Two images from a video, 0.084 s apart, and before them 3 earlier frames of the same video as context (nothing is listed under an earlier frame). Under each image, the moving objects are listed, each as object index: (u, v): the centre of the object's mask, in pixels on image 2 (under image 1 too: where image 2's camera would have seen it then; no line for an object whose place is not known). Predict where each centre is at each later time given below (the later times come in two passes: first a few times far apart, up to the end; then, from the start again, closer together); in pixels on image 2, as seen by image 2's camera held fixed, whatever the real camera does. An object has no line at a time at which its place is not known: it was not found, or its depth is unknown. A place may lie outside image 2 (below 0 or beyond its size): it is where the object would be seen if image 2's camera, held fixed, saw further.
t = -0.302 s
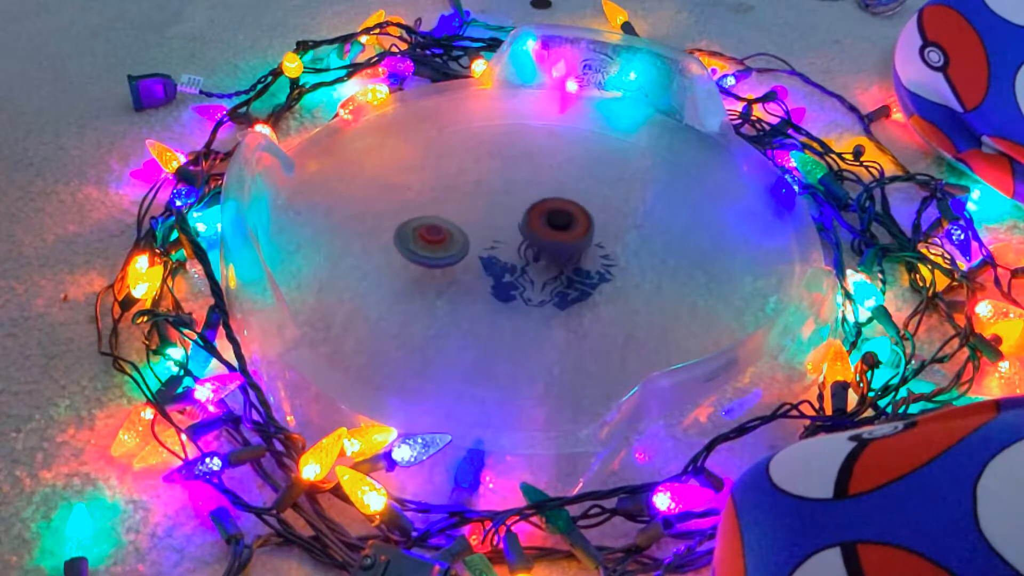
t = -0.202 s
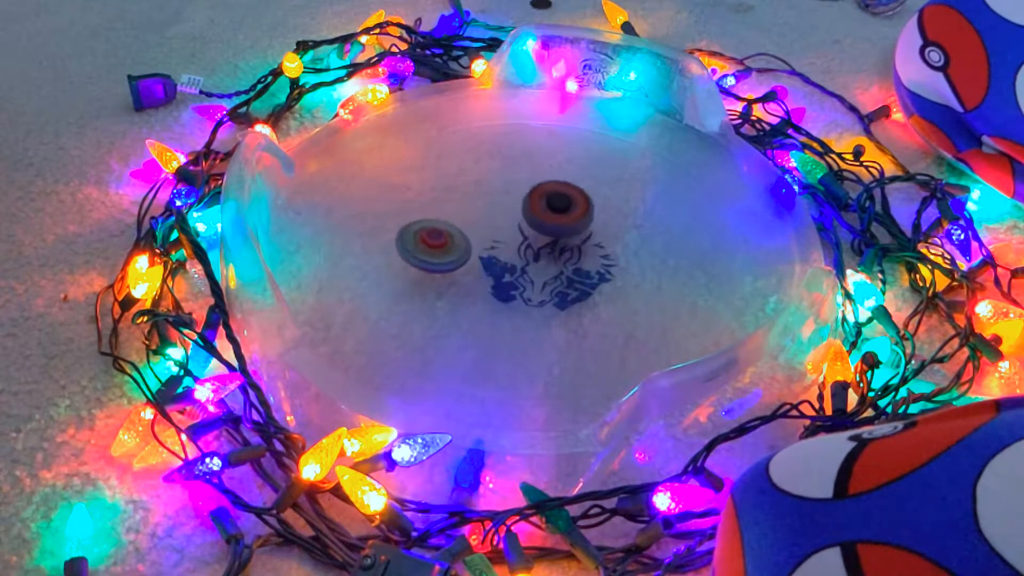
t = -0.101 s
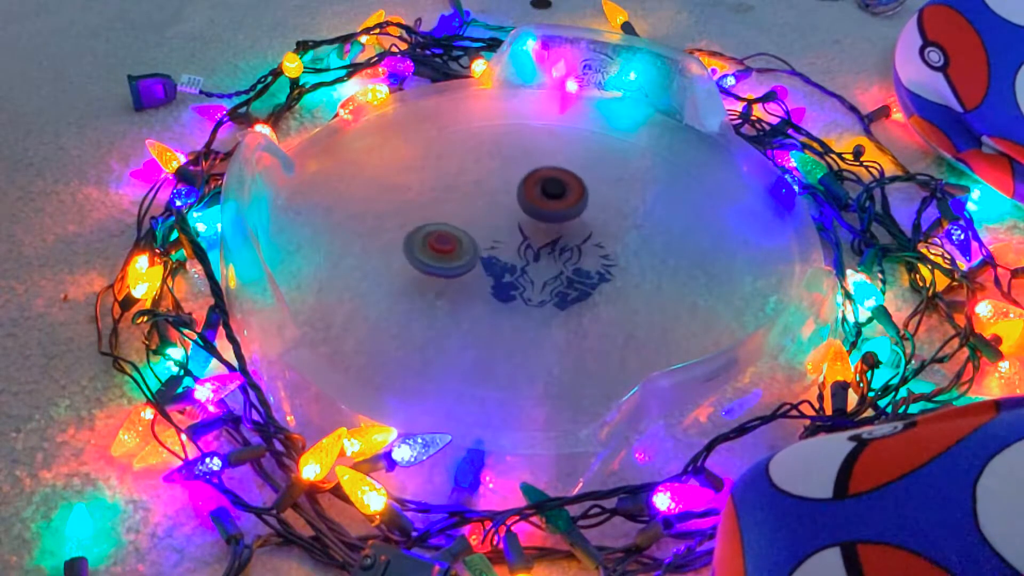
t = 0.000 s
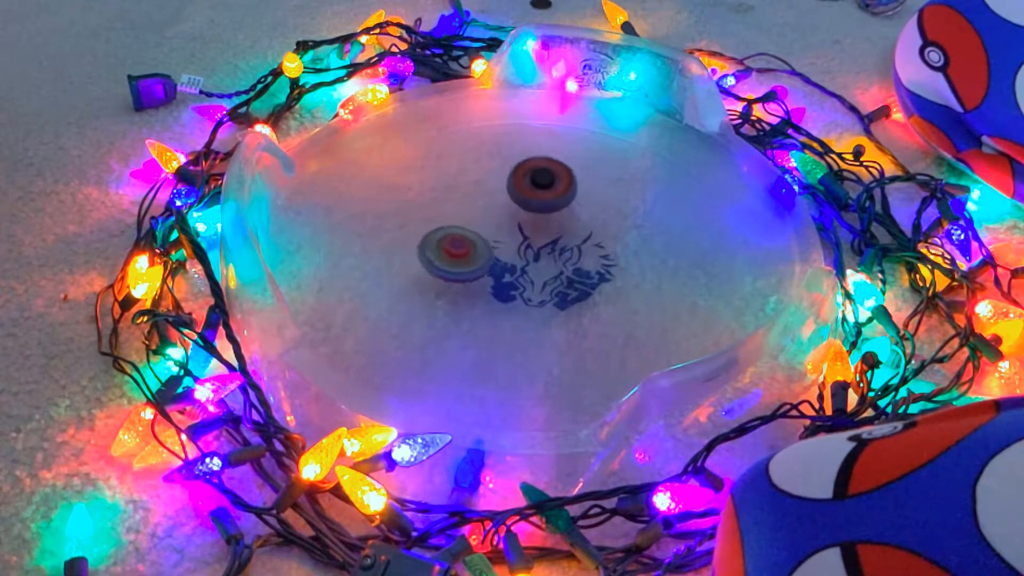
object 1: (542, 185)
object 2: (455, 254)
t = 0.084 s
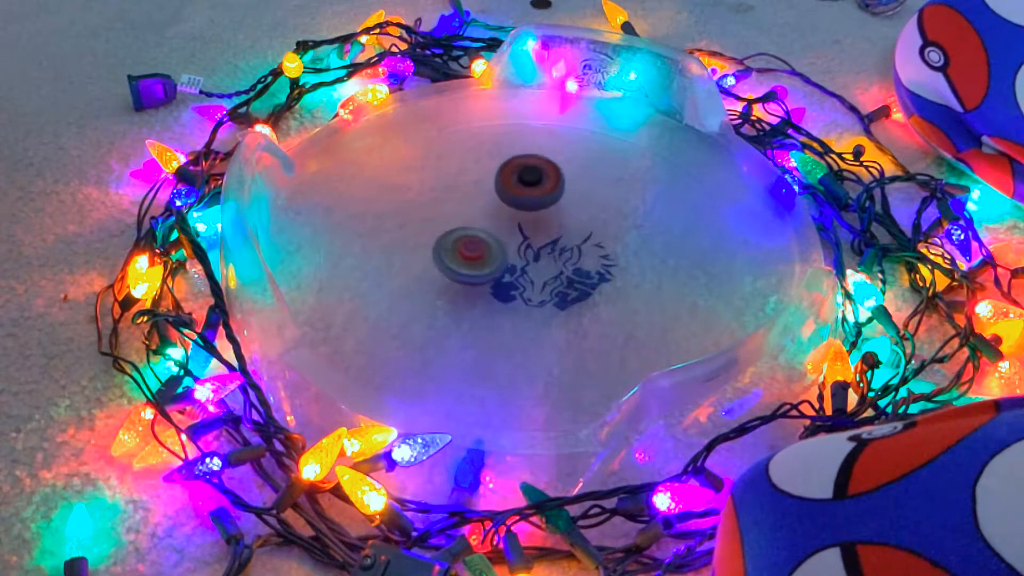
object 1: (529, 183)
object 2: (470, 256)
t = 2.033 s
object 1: (501, 250)
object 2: (418, 245)
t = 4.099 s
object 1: (518, 297)
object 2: (601, 205)
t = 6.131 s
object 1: (550, 222)
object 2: (609, 293)
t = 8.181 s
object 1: (577, 235)
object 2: (490, 196)
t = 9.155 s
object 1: (550, 242)
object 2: (447, 279)
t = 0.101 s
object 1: (526, 183)
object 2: (473, 256)
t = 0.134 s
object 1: (521, 184)
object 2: (479, 257)
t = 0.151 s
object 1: (519, 185)
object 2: (482, 256)
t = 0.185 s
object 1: (515, 189)
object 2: (488, 257)
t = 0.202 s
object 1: (513, 191)
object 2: (492, 256)
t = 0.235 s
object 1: (511, 195)
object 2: (499, 256)
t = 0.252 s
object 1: (510, 198)
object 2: (503, 256)
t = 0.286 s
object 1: (509, 202)
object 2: (512, 255)
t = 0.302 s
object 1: (509, 201)
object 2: (517, 256)
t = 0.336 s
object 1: (511, 192)
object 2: (526, 276)
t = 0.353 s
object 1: (513, 190)
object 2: (532, 283)
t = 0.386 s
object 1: (514, 188)
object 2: (546, 294)
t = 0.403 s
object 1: (514, 189)
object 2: (552, 296)
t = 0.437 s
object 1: (512, 192)
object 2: (570, 302)
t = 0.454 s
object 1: (511, 193)
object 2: (579, 302)
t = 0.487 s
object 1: (511, 197)
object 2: (600, 302)
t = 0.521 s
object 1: (511, 202)
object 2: (621, 300)
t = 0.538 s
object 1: (512, 204)
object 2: (630, 298)
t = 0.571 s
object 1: (513, 209)
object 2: (648, 294)
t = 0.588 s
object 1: (514, 211)
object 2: (655, 292)
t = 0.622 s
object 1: (517, 215)
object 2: (667, 286)
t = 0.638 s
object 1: (518, 217)
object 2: (671, 283)
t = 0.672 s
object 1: (521, 221)
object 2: (678, 278)
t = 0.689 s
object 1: (523, 222)
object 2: (681, 276)
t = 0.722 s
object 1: (528, 227)
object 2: (684, 272)
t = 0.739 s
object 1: (530, 228)
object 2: (686, 270)
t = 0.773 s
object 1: (534, 233)
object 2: (688, 266)
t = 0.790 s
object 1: (537, 234)
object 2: (689, 264)
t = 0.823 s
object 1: (542, 238)
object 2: (689, 261)
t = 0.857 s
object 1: (547, 242)
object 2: (690, 257)
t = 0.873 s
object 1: (550, 245)
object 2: (689, 255)
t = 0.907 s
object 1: (555, 247)
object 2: (688, 252)
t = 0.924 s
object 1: (558, 248)
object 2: (687, 250)
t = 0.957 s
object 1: (564, 251)
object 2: (685, 246)
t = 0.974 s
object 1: (567, 252)
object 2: (683, 245)
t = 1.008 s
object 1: (571, 254)
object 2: (680, 241)
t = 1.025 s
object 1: (573, 255)
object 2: (678, 239)
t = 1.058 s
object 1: (578, 256)
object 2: (673, 236)
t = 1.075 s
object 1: (581, 258)
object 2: (671, 235)
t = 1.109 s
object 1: (585, 259)
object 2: (664, 231)
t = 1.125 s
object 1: (586, 260)
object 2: (660, 229)
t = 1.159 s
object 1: (590, 262)
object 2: (651, 227)
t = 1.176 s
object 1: (591, 262)
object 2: (647, 224)
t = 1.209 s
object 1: (591, 264)
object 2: (638, 219)
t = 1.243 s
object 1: (592, 265)
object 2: (627, 215)
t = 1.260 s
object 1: (592, 265)
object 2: (621, 213)
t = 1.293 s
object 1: (592, 265)
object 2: (608, 210)
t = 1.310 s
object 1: (591, 265)
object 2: (601, 209)
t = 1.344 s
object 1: (591, 266)
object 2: (587, 206)
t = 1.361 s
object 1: (590, 266)
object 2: (580, 205)
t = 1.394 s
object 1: (588, 266)
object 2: (565, 203)
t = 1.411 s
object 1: (587, 266)
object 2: (557, 202)
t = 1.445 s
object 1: (584, 266)
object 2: (541, 201)
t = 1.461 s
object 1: (584, 266)
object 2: (534, 201)
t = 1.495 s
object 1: (581, 266)
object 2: (518, 200)
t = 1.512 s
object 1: (579, 265)
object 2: (510, 201)
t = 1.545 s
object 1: (573, 265)
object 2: (496, 201)
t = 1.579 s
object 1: (569, 265)
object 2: (481, 204)
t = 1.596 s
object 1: (565, 264)
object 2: (475, 204)
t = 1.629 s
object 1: (559, 263)
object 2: (463, 208)
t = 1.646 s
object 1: (556, 262)
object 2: (457, 210)
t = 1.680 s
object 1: (550, 260)
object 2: (448, 214)
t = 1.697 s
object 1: (547, 260)
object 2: (444, 216)
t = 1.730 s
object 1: (540, 259)
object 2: (439, 220)
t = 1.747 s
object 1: (538, 258)
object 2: (437, 222)
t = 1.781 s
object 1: (531, 256)
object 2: (433, 225)
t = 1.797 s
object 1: (528, 256)
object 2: (432, 227)
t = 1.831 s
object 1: (522, 254)
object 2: (429, 230)
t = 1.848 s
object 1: (519, 254)
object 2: (428, 231)
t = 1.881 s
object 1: (512, 254)
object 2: (426, 234)
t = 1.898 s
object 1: (510, 254)
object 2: (425, 235)
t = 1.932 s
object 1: (504, 252)
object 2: (425, 238)
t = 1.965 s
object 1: (502, 252)
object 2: (422, 241)
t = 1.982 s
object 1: (503, 251)
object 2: (419, 241)
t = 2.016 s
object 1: (502, 250)
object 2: (418, 243)
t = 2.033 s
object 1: (501, 250)
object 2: (418, 245)
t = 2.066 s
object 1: (500, 248)
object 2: (418, 247)
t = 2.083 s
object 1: (500, 248)
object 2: (418, 248)
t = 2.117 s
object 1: (500, 247)
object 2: (420, 251)
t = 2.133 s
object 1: (500, 246)
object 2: (420, 252)
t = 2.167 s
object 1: (499, 245)
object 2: (423, 254)
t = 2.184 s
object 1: (500, 245)
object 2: (424, 255)
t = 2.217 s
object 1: (500, 244)
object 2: (427, 257)
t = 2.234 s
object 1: (500, 243)
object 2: (429, 258)
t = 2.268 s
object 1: (501, 242)
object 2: (433, 260)
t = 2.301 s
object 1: (503, 240)
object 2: (437, 262)
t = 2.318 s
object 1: (505, 239)
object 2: (438, 263)
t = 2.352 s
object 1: (511, 236)
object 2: (440, 265)
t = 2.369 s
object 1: (512, 235)
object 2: (443, 265)
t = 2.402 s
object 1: (516, 231)
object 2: (448, 267)
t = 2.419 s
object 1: (518, 229)
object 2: (450, 268)
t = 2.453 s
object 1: (520, 225)
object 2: (456, 269)
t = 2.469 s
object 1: (521, 223)
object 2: (459, 270)
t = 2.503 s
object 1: (523, 217)
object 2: (464, 271)
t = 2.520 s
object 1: (524, 215)
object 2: (468, 271)
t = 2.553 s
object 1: (525, 213)
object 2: (474, 272)
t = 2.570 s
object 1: (526, 211)
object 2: (477, 272)
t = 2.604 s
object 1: (528, 209)
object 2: (484, 273)
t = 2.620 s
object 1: (528, 208)
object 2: (486, 272)
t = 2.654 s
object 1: (529, 205)
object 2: (493, 272)
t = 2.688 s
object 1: (530, 204)
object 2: (503, 272)
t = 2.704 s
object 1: (530, 203)
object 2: (508, 271)
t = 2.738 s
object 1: (531, 202)
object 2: (518, 269)
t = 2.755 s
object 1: (531, 202)
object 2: (523, 268)
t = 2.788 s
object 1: (532, 201)
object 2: (531, 267)
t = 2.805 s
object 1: (532, 201)
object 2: (537, 264)
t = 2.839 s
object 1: (532, 201)
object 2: (545, 262)
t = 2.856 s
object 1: (532, 202)
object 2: (551, 260)
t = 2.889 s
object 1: (533, 202)
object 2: (558, 256)
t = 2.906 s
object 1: (533, 202)
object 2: (562, 254)
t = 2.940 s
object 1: (534, 203)
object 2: (570, 250)
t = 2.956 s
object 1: (533, 202)
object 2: (573, 250)
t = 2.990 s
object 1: (528, 196)
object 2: (590, 256)
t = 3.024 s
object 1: (524, 195)
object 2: (601, 258)
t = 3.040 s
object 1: (523, 195)
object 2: (605, 257)
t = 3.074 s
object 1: (520, 197)
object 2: (615, 255)
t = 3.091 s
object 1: (519, 198)
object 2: (617, 254)
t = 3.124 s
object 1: (517, 201)
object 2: (625, 253)
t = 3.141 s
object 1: (517, 202)
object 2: (627, 252)
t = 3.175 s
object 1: (516, 205)
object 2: (632, 251)
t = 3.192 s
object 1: (516, 207)
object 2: (634, 250)
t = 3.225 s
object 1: (515, 210)
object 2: (637, 248)
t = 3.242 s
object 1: (516, 212)
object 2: (639, 247)
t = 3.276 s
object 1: (516, 216)
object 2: (642, 246)
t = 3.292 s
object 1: (517, 218)
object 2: (643, 245)
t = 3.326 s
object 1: (518, 221)
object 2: (646, 244)
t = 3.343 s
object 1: (519, 224)
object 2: (647, 243)
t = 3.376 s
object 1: (522, 227)
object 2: (647, 242)
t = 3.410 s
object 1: (525, 232)
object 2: (648, 241)
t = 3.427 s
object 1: (526, 234)
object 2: (648, 240)
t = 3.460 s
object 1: (530, 237)
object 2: (647, 239)
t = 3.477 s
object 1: (532, 240)
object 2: (647, 239)
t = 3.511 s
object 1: (536, 244)
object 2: (646, 238)
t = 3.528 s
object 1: (538, 245)
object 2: (645, 237)
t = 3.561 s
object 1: (543, 248)
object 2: (642, 236)
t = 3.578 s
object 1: (544, 251)
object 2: (641, 236)
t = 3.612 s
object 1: (549, 253)
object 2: (637, 236)
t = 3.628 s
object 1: (551, 255)
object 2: (635, 236)
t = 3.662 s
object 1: (555, 256)
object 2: (631, 235)
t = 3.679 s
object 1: (555, 257)
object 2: (629, 235)
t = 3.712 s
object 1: (543, 265)
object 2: (644, 228)
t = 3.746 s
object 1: (530, 270)
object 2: (652, 222)
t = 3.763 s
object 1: (526, 271)
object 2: (653, 220)
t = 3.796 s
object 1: (524, 275)
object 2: (651, 218)
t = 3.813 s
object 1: (522, 277)
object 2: (649, 217)
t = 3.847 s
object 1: (519, 281)
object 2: (645, 215)
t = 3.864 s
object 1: (519, 283)
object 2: (643, 214)
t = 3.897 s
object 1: (517, 286)
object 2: (639, 212)
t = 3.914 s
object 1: (516, 288)
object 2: (637, 211)
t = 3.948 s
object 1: (515, 290)
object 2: (631, 210)
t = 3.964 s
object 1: (515, 292)
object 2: (629, 209)
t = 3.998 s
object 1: (515, 294)
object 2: (623, 208)
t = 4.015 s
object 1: (515, 295)
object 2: (620, 207)
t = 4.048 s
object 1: (516, 296)
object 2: (613, 206)
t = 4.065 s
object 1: (517, 297)
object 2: (610, 206)
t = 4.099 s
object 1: (518, 297)
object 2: (601, 205)
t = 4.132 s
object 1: (520, 296)
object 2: (592, 205)
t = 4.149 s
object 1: (520, 296)
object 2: (588, 205)
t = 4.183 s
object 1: (521, 294)
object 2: (578, 205)
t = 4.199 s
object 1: (522, 292)
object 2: (573, 205)
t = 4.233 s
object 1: (523, 289)
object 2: (562, 206)
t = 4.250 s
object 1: (523, 288)
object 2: (557, 206)
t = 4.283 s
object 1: (523, 284)
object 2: (547, 207)
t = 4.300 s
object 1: (523, 284)
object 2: (541, 208)
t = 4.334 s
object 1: (523, 280)
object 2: (530, 210)
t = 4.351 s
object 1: (522, 277)
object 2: (526, 211)
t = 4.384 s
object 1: (524, 272)
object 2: (515, 213)
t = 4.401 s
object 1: (525, 270)
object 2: (510, 213)
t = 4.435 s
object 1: (524, 266)
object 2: (499, 215)
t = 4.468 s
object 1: (526, 266)
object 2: (488, 210)
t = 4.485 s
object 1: (527, 265)
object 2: (483, 209)
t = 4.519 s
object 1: (528, 264)
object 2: (472, 208)
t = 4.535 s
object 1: (530, 263)
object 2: (467, 208)
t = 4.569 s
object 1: (532, 259)
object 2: (459, 209)
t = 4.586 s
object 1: (532, 257)
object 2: (455, 209)
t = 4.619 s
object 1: (532, 253)
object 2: (449, 210)
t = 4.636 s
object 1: (532, 252)
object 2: (447, 211)
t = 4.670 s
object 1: (533, 249)
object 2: (443, 211)
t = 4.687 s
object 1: (533, 247)
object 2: (441, 212)
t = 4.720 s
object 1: (533, 243)
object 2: (437, 213)
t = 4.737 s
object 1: (533, 241)
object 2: (436, 214)
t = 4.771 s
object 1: (533, 238)
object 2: (434, 215)
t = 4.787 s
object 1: (533, 235)
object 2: (433, 215)
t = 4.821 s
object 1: (533, 231)
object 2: (431, 217)
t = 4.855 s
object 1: (532, 227)
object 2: (430, 218)
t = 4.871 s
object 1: (532, 226)
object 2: (430, 219)
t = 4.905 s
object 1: (531, 223)
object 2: (430, 220)
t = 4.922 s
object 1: (531, 221)
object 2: (430, 221)
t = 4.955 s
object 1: (530, 218)
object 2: (431, 223)
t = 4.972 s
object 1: (530, 217)
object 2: (431, 224)
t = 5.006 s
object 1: (528, 214)
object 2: (433, 225)
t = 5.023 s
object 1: (528, 213)
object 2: (434, 227)
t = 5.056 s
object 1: (526, 211)
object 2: (437, 229)
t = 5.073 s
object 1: (526, 210)
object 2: (438, 230)
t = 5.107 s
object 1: (525, 210)
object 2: (442, 233)
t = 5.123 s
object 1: (524, 210)
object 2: (444, 234)
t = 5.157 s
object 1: (524, 209)
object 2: (448, 236)
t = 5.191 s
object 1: (523, 209)
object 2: (451, 238)
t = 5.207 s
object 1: (523, 209)
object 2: (454, 239)
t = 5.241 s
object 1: (523, 210)
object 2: (458, 241)
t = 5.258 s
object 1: (523, 210)
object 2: (461, 243)
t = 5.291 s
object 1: (523, 210)
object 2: (469, 245)
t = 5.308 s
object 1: (524, 210)
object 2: (473, 246)
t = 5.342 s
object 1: (530, 208)
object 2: (473, 253)
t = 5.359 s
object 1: (533, 206)
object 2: (473, 256)
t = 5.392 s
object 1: (536, 205)
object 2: (478, 261)
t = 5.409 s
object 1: (537, 205)
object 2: (481, 263)
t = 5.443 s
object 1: (541, 204)
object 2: (491, 267)
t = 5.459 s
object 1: (542, 203)
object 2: (494, 269)
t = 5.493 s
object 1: (545, 202)
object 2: (503, 271)
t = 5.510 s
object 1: (546, 202)
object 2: (507, 272)
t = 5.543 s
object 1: (549, 202)
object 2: (514, 274)
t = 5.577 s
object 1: (551, 203)
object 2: (525, 277)
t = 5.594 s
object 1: (553, 203)
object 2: (527, 278)
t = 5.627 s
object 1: (555, 204)
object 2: (535, 279)
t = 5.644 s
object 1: (556, 205)
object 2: (539, 279)
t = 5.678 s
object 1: (558, 207)
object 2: (545, 280)
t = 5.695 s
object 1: (558, 208)
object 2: (549, 280)
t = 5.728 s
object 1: (560, 209)
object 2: (555, 281)
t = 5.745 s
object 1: (560, 210)
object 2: (556, 281)
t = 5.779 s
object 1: (562, 213)
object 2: (563, 281)
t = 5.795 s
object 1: (562, 214)
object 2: (564, 282)
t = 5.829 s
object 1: (563, 218)
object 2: (571, 281)
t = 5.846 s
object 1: (564, 219)
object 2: (570, 280)
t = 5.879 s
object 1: (565, 221)
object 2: (578, 280)
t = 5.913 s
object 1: (565, 224)
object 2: (583, 280)
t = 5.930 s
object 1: (565, 226)
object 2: (583, 280)
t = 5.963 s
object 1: (565, 229)
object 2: (586, 279)
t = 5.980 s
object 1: (564, 230)
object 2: (588, 279)
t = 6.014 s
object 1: (564, 231)
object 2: (591, 280)
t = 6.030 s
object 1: (564, 232)
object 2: (593, 280)
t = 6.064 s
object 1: (561, 229)
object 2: (599, 286)
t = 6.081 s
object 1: (557, 225)
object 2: (603, 289)
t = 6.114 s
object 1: (553, 223)
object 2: (608, 293)
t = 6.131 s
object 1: (550, 222)
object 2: (609, 293)
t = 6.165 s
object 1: (545, 221)
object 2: (612, 294)
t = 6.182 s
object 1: (542, 220)
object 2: (614, 294)
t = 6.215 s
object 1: (537, 220)
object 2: (617, 295)
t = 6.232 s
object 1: (535, 220)
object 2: (618, 295)
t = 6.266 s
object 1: (530, 221)
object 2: (619, 295)
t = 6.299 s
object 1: (525, 221)
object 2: (621, 295)
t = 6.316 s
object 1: (522, 221)
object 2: (621, 295)
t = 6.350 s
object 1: (516, 221)
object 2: (622, 295)
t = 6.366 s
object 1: (514, 222)
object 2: (622, 295)
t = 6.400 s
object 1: (510, 222)
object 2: (622, 294)
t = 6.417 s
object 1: (507, 223)
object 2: (622, 294)
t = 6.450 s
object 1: (503, 226)
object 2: (621, 294)
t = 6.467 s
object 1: (502, 226)
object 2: (620, 293)
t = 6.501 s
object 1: (499, 229)
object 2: (619, 292)
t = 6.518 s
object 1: (498, 231)
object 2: (618, 292)
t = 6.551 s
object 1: (497, 234)
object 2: (615, 291)
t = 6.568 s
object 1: (496, 235)
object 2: (614, 290)
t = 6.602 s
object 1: (495, 239)
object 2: (611, 288)
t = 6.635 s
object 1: (495, 242)
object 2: (606, 285)
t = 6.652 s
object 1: (496, 244)
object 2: (605, 284)
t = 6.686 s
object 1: (497, 246)
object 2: (601, 282)
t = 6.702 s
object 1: (498, 248)
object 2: (597, 280)
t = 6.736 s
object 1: (501, 251)
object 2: (590, 276)
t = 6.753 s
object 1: (502, 252)
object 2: (586, 273)
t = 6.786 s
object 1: (500, 252)
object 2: (585, 271)
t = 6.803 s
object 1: (491, 249)
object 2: (593, 268)
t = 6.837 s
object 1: (479, 247)
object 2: (601, 267)
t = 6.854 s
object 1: (477, 247)
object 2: (603, 266)
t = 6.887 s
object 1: (473, 247)
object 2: (604, 263)
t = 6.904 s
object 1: (472, 247)
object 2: (604, 261)
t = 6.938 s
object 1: (468, 246)
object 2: (603, 256)
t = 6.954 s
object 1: (467, 246)
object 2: (601, 255)
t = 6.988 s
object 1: (466, 246)
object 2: (600, 250)
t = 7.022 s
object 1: (466, 247)
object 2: (598, 244)
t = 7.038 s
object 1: (466, 247)
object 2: (597, 242)
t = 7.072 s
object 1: (468, 248)
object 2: (593, 237)
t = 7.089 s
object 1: (469, 248)
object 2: (591, 235)
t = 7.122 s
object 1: (471, 249)
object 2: (587, 231)
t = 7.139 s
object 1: (472, 249)
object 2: (586, 228)
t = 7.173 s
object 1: (475, 248)
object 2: (582, 224)
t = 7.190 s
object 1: (478, 248)
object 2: (580, 222)
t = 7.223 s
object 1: (482, 247)
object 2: (576, 219)
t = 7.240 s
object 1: (484, 247)
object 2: (574, 217)
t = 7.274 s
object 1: (490, 246)
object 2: (571, 213)
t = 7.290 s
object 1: (493, 246)
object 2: (569, 212)
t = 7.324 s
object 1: (498, 245)
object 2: (565, 209)
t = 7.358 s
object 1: (504, 244)
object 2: (561, 205)
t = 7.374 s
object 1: (507, 243)
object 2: (559, 204)
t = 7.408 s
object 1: (511, 243)
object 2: (556, 201)
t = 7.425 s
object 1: (512, 243)
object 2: (557, 198)
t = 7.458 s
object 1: (514, 244)
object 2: (556, 192)
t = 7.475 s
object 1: (517, 244)
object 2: (555, 189)
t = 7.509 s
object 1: (521, 244)
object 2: (552, 186)
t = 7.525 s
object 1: (524, 245)
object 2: (551, 185)
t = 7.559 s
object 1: (530, 244)
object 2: (548, 182)
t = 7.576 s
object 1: (533, 244)
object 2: (547, 181)
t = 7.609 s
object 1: (538, 244)
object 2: (545, 179)
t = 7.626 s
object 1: (540, 244)
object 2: (544, 179)
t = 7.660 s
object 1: (545, 243)
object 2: (541, 177)
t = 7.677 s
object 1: (548, 242)
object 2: (540, 176)
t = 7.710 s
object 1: (552, 242)
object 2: (537, 175)
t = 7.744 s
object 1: (556, 240)
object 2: (534, 174)
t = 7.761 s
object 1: (558, 240)
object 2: (533, 174)
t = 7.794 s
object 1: (561, 239)
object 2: (530, 174)
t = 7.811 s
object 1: (563, 238)
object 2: (528, 174)
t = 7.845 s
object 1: (567, 237)
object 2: (525, 175)
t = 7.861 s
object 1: (568, 237)
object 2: (524, 176)
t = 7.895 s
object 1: (570, 236)
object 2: (521, 177)
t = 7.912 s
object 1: (570, 235)
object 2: (520, 179)
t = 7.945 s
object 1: (572, 234)
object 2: (517, 182)
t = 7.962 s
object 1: (572, 234)
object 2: (516, 183)
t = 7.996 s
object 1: (572, 234)
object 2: (514, 186)
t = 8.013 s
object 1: (572, 233)
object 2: (514, 187)
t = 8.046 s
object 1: (572, 232)
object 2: (512, 190)
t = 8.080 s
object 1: (571, 232)
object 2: (511, 194)
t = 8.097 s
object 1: (571, 232)
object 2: (510, 195)
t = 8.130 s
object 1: (569, 231)
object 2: (508, 199)
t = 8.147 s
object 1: (572, 232)
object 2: (502, 198)
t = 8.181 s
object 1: (577, 235)
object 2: (490, 196)
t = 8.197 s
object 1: (578, 236)
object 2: (486, 197)
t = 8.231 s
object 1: (578, 237)
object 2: (480, 201)
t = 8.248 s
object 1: (579, 238)
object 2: (477, 203)
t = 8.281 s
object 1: (579, 240)
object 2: (473, 208)
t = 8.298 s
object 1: (579, 240)
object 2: (471, 210)
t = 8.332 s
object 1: (578, 242)
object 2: (468, 215)
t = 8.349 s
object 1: (578, 242)
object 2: (467, 217)
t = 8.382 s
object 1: (577, 244)
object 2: (465, 222)
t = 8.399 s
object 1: (576, 245)
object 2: (464, 224)
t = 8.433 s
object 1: (574, 247)
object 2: (462, 228)
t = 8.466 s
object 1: (572, 248)
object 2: (462, 232)
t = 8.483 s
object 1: (571, 249)
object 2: (461, 234)
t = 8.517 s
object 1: (568, 251)
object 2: (462, 239)
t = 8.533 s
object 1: (566, 251)
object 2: (462, 240)
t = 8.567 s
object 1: (563, 252)
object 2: (462, 244)
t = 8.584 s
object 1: (560, 253)
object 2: (462, 246)
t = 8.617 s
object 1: (557, 255)
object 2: (464, 249)
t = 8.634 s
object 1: (555, 255)
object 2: (464, 251)
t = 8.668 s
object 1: (551, 256)
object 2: (465, 254)
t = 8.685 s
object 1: (549, 257)
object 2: (466, 255)
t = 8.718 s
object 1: (547, 257)
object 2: (466, 258)
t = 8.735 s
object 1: (552, 257)
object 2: (457, 258)
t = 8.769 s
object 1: (559, 257)
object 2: (442, 259)
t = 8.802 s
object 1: (562, 257)
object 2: (437, 261)
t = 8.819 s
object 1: (562, 257)
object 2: (436, 262)
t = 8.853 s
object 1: (563, 256)
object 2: (434, 264)
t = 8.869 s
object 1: (563, 256)
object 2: (434, 265)
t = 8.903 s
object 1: (563, 255)
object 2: (433, 267)
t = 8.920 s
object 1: (563, 254)
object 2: (433, 268)
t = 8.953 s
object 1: (563, 252)
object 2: (432, 270)
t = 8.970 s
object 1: (562, 252)
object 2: (433, 271)
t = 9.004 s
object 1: (561, 250)
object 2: (434, 273)
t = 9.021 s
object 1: (561, 250)
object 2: (435, 274)
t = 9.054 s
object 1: (558, 247)
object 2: (436, 275)
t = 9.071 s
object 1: (557, 247)
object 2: (438, 276)
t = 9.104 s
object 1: (555, 245)
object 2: (441, 277)
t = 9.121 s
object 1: (553, 244)
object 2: (443, 278)
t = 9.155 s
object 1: (550, 242)
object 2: (447, 279)
